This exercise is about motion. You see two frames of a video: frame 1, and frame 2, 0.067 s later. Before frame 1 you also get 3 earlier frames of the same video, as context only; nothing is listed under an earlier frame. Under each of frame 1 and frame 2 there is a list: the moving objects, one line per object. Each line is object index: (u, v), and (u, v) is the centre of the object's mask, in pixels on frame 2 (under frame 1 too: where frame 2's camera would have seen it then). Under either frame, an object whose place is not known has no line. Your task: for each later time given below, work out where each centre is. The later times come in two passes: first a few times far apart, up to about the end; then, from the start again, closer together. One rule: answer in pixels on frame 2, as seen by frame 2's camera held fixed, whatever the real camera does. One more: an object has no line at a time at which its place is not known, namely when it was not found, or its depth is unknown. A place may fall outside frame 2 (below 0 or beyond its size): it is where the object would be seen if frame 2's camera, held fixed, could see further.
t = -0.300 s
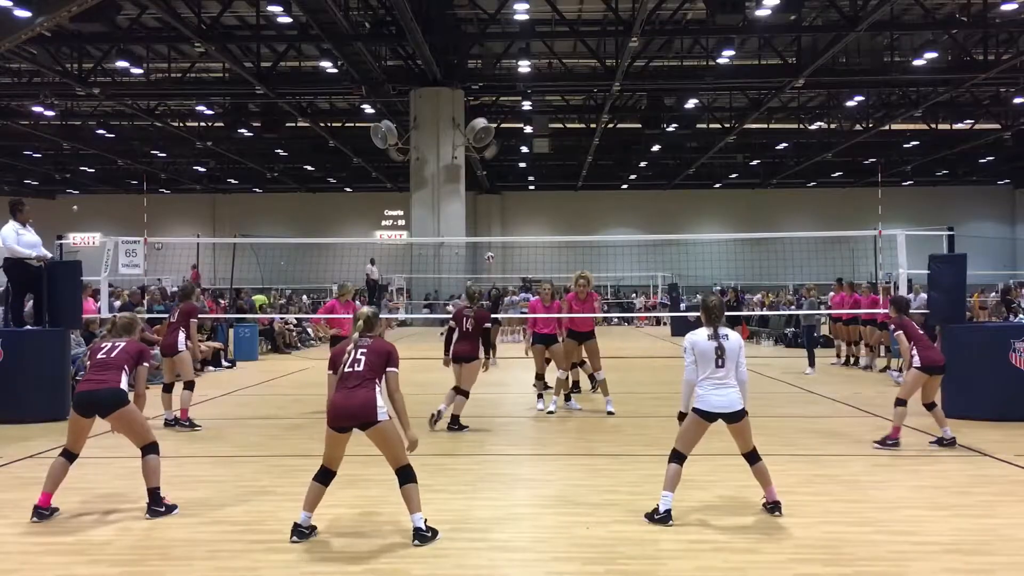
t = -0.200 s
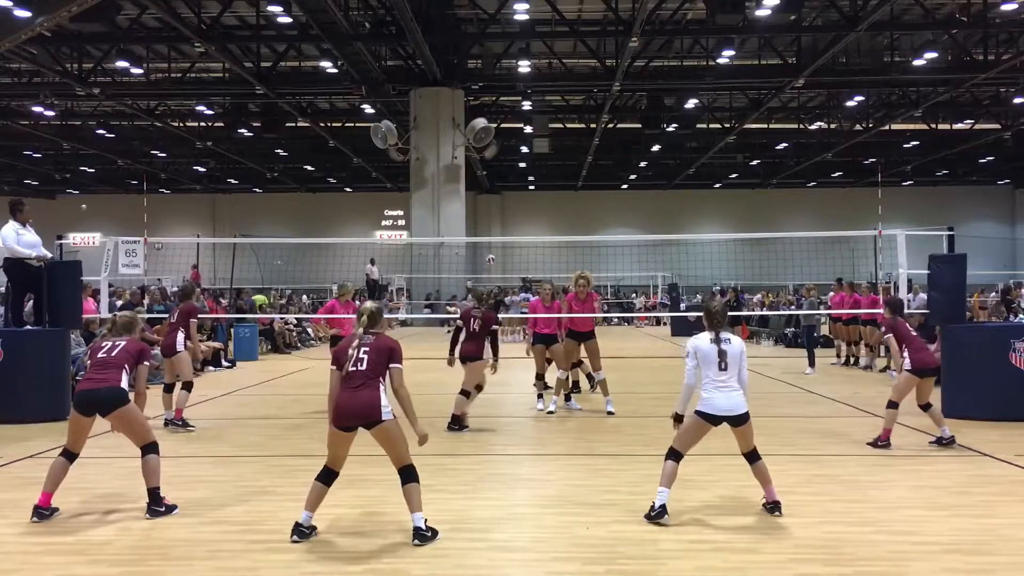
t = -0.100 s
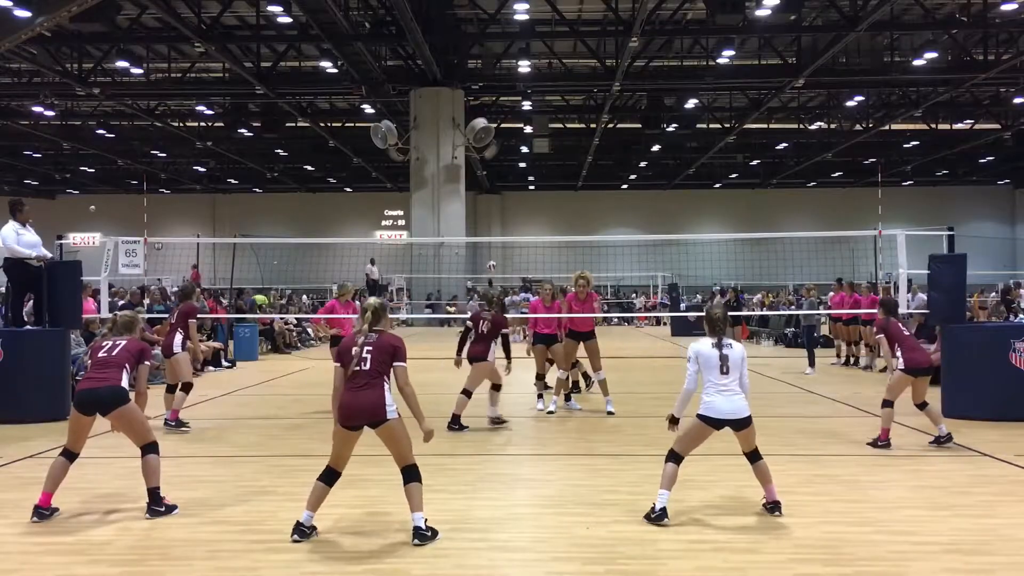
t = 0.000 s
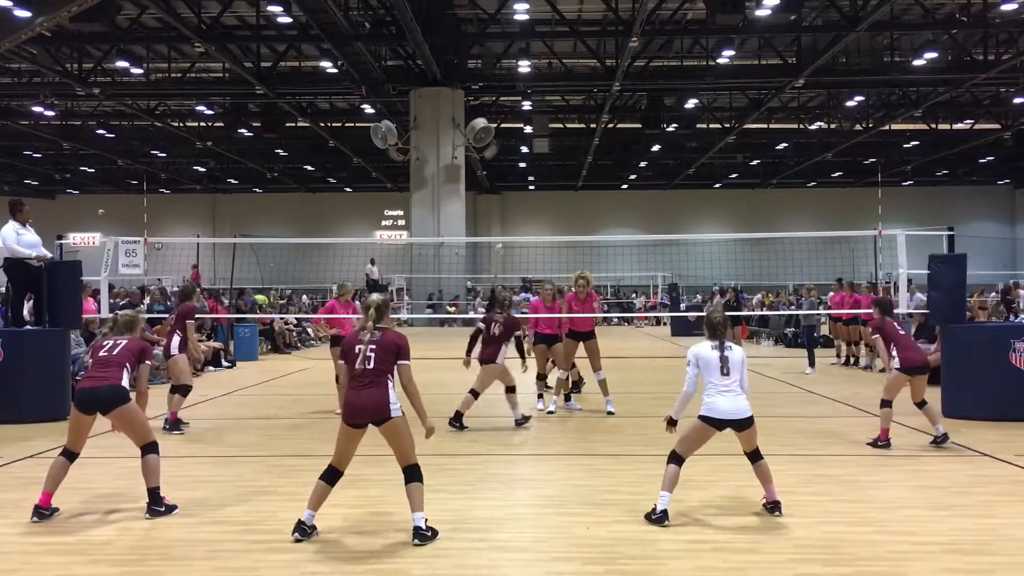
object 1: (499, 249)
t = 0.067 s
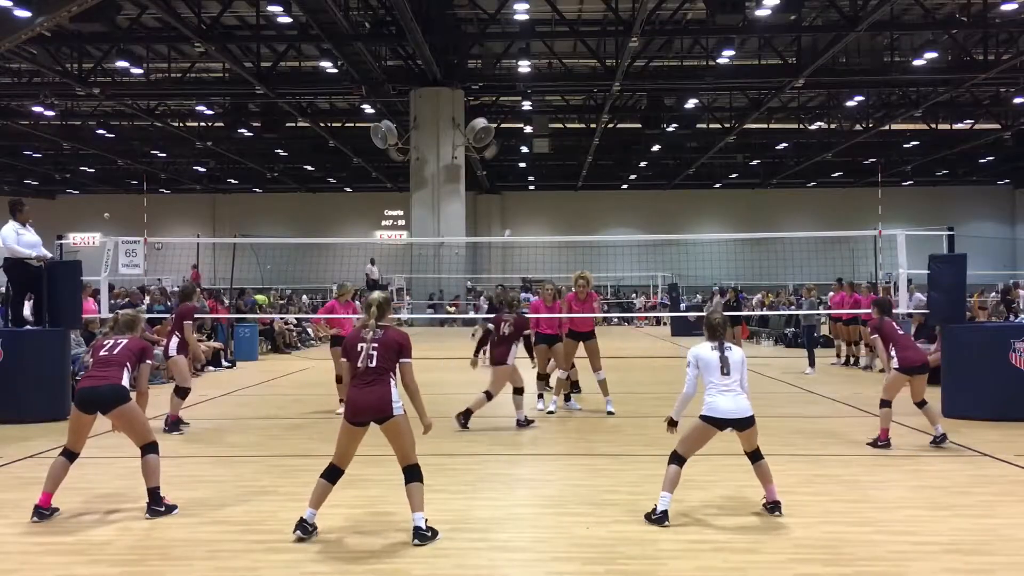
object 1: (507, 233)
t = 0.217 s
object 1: (528, 208)
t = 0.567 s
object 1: (607, 187)
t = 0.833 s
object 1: (705, 252)
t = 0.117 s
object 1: (513, 224)
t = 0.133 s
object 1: (514, 222)
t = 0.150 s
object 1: (517, 218)
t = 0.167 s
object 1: (520, 216)
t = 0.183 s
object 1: (522, 213)
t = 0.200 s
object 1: (525, 210)
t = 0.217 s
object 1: (528, 208)
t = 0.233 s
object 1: (531, 205)
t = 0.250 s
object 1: (533, 202)
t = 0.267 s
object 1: (536, 199)
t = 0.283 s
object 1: (539, 197)
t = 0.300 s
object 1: (543, 195)
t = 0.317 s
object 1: (547, 194)
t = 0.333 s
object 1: (550, 192)
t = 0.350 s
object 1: (553, 190)
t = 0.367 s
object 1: (557, 189)
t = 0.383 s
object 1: (561, 187)
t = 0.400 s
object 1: (564, 186)
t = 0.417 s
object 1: (568, 185)
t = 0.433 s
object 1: (572, 184)
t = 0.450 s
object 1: (576, 184)
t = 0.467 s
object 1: (580, 184)
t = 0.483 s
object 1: (585, 184)
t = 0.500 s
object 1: (589, 184)
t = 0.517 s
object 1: (593, 185)
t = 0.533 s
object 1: (598, 185)
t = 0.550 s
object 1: (603, 186)
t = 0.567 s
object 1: (607, 187)
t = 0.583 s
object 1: (613, 189)
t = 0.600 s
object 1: (617, 190)
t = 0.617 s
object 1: (623, 193)
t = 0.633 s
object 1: (628, 195)
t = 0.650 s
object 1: (633, 197)
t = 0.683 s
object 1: (644, 204)
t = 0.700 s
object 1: (650, 207)
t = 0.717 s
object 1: (656, 211)
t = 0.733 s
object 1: (663, 215)
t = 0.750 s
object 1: (669, 220)
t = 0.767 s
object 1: (676, 225)
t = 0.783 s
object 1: (682, 229)
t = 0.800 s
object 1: (690, 236)
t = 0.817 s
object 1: (699, 244)
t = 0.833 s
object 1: (705, 252)
